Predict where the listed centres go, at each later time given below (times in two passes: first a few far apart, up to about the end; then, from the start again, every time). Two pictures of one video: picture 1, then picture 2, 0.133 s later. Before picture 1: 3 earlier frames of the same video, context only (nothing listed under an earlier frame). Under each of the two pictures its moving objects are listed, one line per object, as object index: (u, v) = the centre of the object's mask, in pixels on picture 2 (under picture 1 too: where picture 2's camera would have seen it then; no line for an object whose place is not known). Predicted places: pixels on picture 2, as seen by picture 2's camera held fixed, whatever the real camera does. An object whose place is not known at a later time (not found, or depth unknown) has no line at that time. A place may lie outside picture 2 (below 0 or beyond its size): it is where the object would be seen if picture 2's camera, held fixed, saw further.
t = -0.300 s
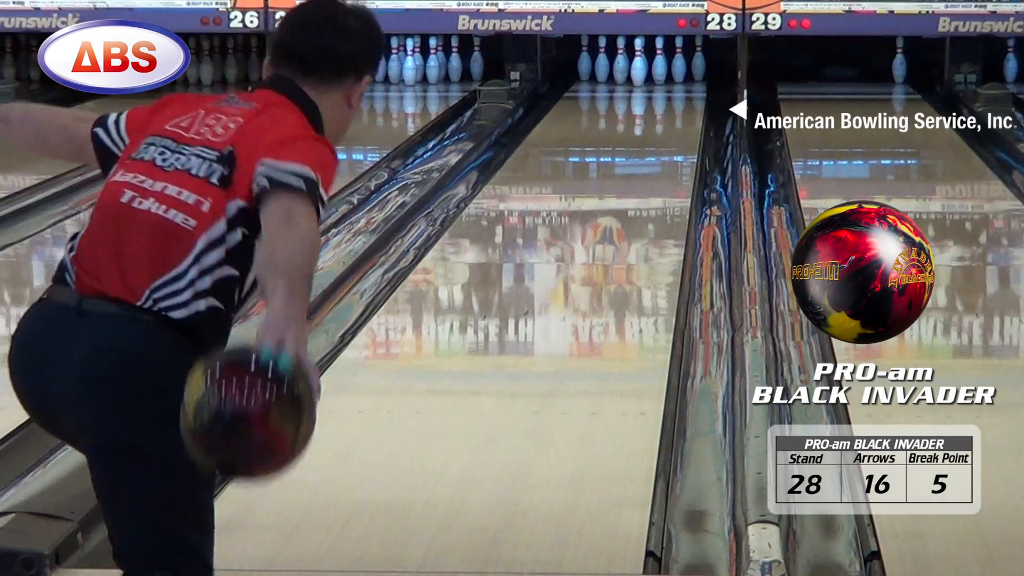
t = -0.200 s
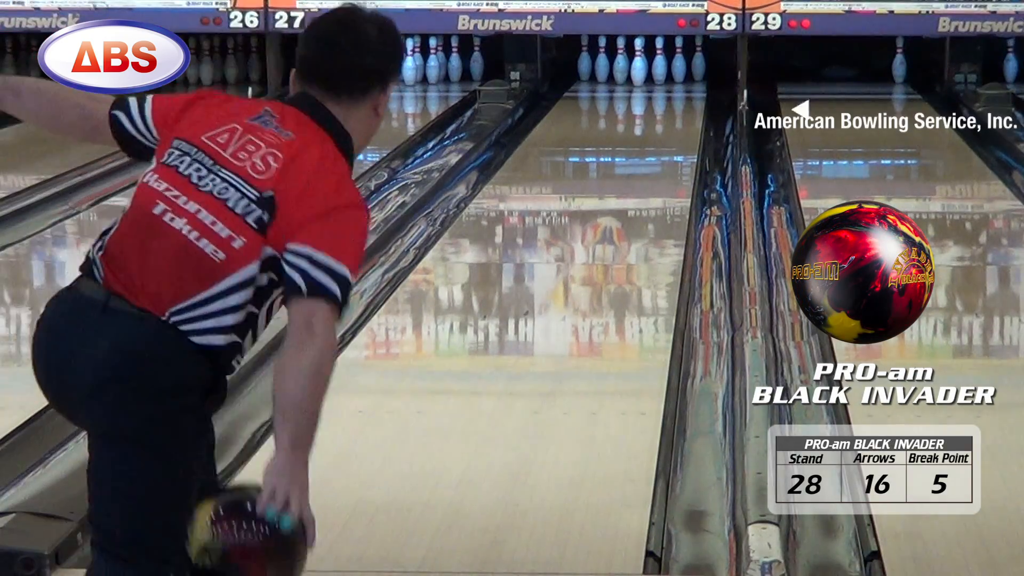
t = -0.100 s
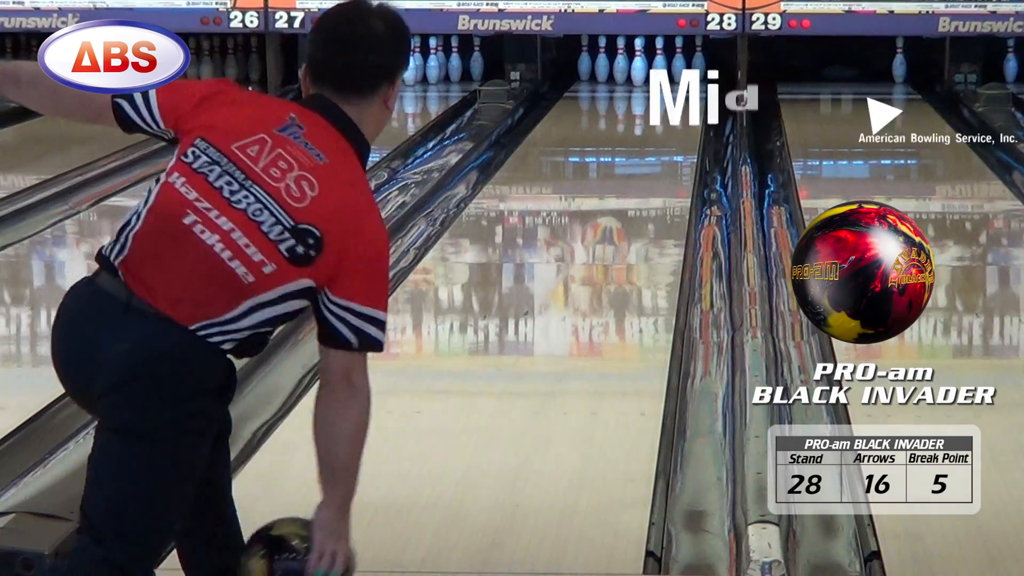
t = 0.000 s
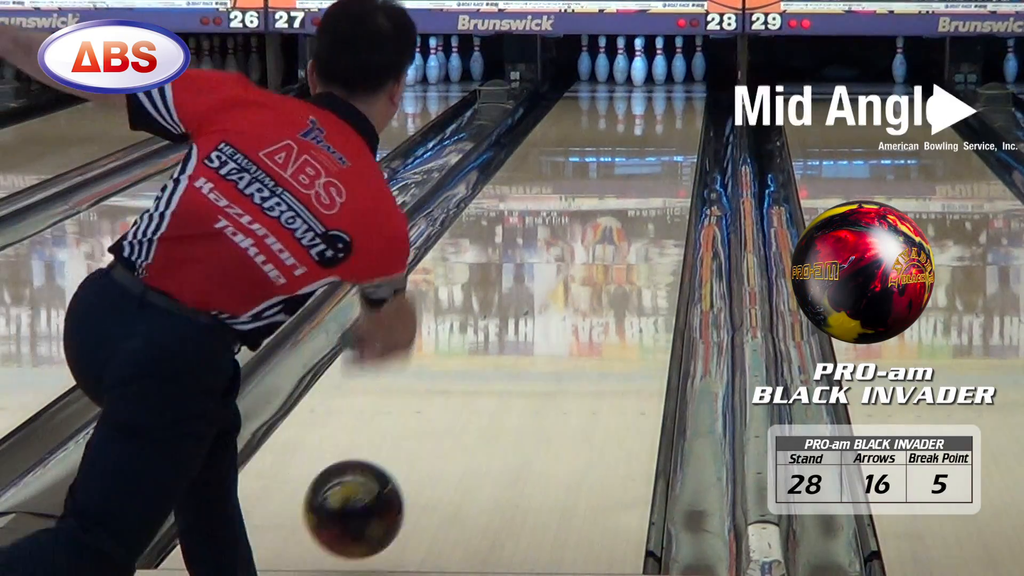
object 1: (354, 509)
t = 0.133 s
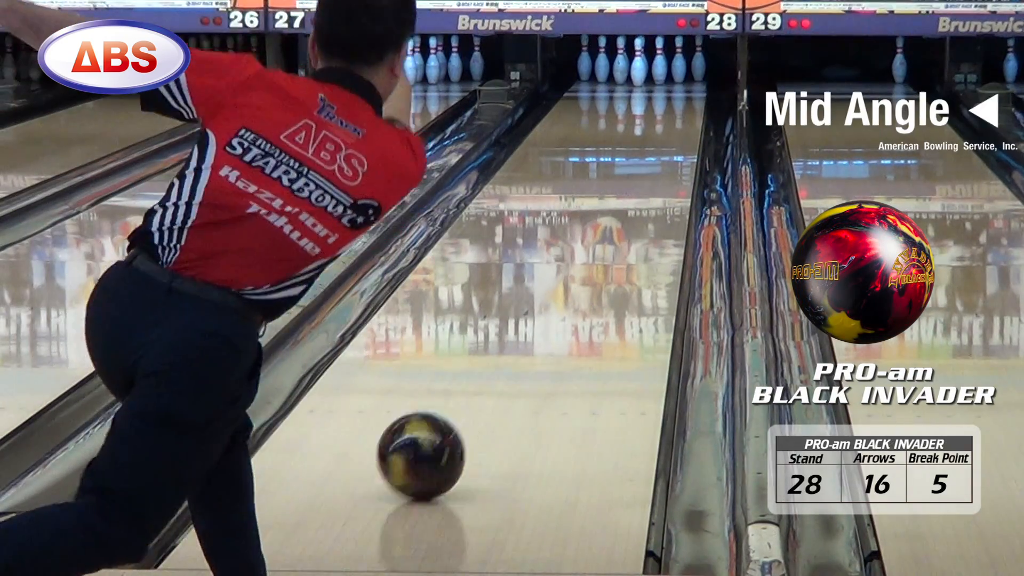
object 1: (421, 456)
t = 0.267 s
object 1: (473, 397)
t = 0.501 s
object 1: (540, 320)
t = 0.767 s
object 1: (593, 257)
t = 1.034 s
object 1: (631, 211)
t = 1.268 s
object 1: (654, 179)
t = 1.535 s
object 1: (672, 151)
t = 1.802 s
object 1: (681, 128)
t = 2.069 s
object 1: (681, 110)
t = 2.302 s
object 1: (671, 97)
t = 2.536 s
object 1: (661, 87)
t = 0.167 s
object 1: (435, 439)
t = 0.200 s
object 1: (448, 424)
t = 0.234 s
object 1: (461, 410)
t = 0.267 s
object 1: (473, 397)
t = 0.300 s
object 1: (484, 384)
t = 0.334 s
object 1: (494, 372)
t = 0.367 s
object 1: (504, 360)
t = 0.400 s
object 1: (514, 349)
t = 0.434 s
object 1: (523, 339)
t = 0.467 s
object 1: (531, 329)
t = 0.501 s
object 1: (540, 320)
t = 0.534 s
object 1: (547, 311)
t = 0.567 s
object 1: (555, 302)
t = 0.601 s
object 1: (562, 294)
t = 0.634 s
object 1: (568, 286)
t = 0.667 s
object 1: (575, 278)
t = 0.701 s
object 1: (581, 271)
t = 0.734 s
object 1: (587, 264)
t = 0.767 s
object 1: (593, 257)
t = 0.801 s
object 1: (598, 251)
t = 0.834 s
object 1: (603, 245)
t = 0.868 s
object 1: (608, 239)
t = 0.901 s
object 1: (613, 233)
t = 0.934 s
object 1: (618, 227)
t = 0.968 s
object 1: (622, 222)
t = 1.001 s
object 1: (626, 216)
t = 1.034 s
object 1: (631, 211)
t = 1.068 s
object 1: (634, 206)
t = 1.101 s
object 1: (638, 201)
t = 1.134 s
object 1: (642, 197)
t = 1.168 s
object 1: (645, 192)
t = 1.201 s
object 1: (649, 188)
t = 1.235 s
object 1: (651, 183)
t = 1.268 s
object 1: (654, 179)
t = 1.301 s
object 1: (657, 175)
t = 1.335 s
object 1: (660, 172)
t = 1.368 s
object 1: (662, 168)
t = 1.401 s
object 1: (665, 165)
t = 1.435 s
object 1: (667, 161)
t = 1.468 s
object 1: (669, 158)
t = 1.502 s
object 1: (670, 155)
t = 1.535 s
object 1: (672, 151)
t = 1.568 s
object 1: (674, 148)
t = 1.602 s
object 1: (675, 145)
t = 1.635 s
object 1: (676, 142)
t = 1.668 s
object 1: (678, 139)
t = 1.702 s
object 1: (679, 137)
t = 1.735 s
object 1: (680, 134)
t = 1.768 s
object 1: (681, 131)
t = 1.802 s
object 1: (681, 128)
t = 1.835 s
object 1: (682, 126)
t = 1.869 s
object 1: (682, 123)
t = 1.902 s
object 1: (682, 121)
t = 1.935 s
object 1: (682, 119)
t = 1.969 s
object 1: (683, 116)
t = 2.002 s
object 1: (682, 114)
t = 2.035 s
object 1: (682, 112)
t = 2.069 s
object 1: (681, 110)
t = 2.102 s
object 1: (680, 108)
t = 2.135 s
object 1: (679, 106)
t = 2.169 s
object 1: (678, 104)
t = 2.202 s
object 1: (677, 103)
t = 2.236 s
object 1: (675, 100)
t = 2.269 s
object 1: (674, 99)
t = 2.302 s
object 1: (671, 97)
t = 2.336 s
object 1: (670, 96)
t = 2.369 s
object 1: (669, 94)
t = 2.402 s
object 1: (667, 92)
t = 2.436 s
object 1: (666, 91)
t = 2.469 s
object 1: (663, 89)
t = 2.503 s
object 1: (663, 88)
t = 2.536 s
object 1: (661, 87)
